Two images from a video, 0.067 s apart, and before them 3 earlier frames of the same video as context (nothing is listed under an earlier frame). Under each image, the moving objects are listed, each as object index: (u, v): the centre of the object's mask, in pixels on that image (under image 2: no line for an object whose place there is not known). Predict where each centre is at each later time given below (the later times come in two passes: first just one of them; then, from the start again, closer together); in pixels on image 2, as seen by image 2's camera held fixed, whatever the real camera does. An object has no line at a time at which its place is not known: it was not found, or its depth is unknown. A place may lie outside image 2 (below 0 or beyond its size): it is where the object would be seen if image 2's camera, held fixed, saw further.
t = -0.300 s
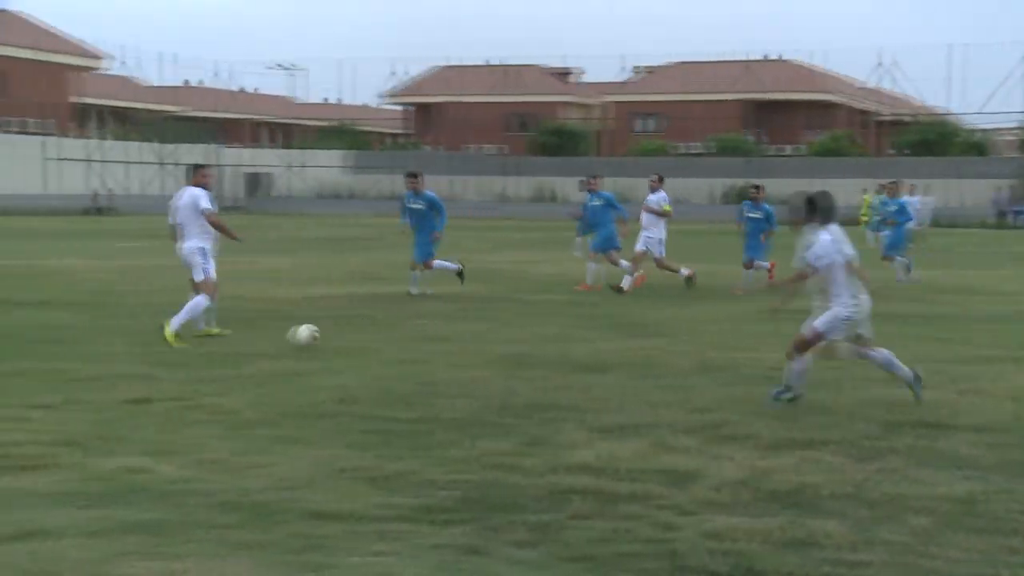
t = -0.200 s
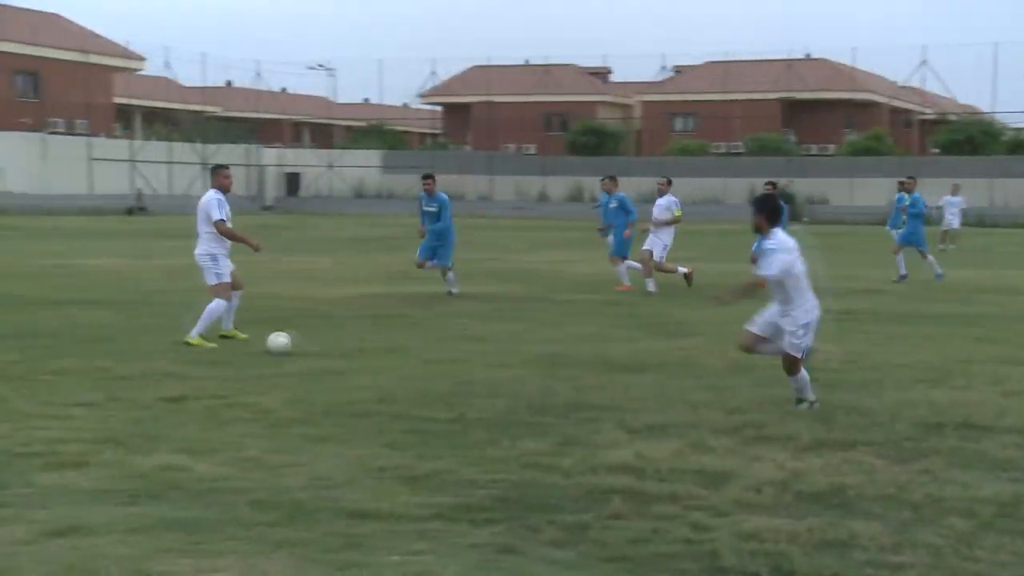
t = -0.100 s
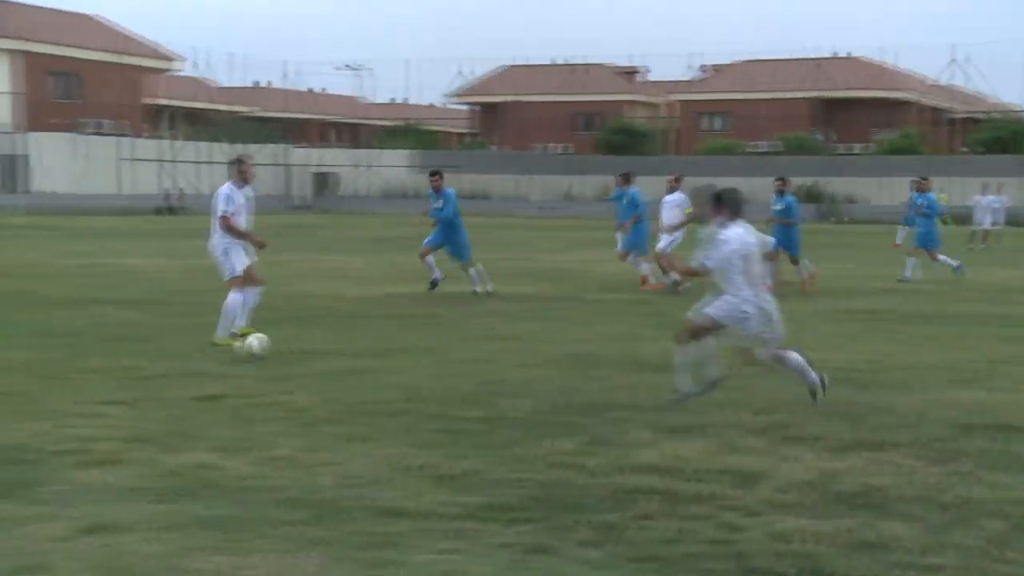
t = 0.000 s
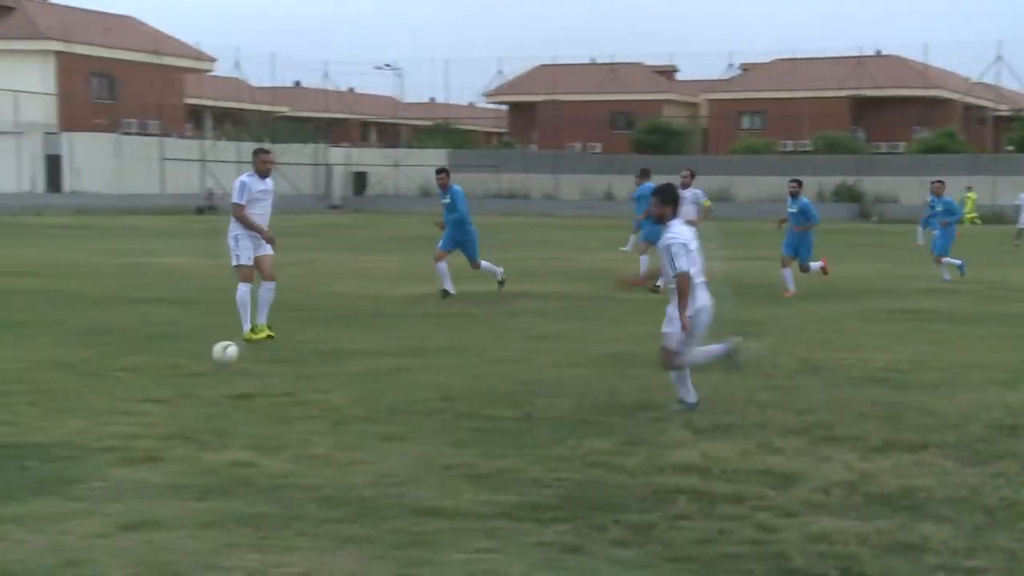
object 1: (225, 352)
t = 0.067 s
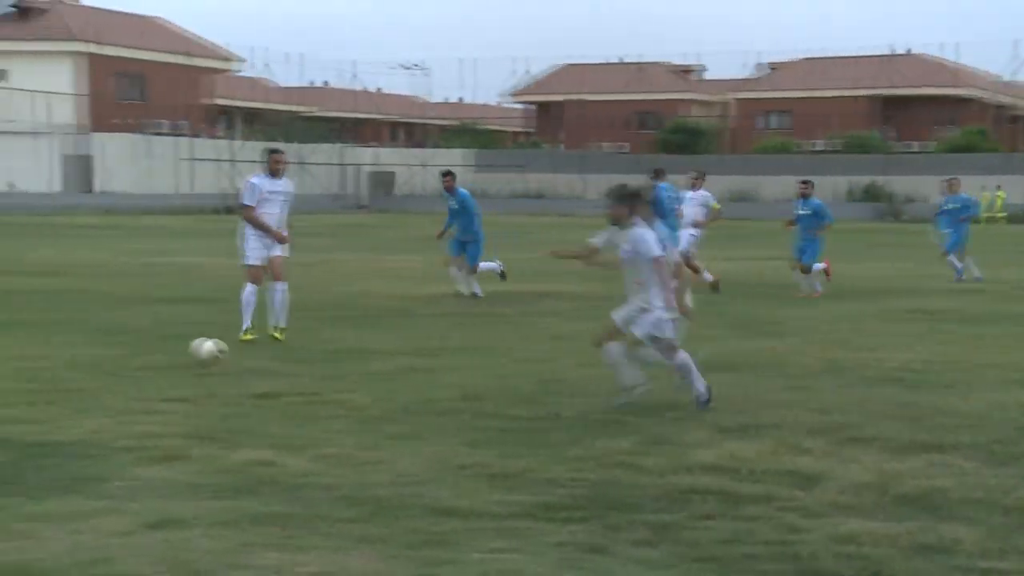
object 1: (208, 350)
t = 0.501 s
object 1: (-111, 377)
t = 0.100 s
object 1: (190, 349)
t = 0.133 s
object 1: (164, 352)
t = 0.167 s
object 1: (142, 355)
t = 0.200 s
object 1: (114, 361)
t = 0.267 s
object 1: (76, 357)
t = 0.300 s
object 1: (48, 356)
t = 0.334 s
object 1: (24, 358)
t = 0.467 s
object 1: (-83, 374)
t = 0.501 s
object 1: (-111, 377)
